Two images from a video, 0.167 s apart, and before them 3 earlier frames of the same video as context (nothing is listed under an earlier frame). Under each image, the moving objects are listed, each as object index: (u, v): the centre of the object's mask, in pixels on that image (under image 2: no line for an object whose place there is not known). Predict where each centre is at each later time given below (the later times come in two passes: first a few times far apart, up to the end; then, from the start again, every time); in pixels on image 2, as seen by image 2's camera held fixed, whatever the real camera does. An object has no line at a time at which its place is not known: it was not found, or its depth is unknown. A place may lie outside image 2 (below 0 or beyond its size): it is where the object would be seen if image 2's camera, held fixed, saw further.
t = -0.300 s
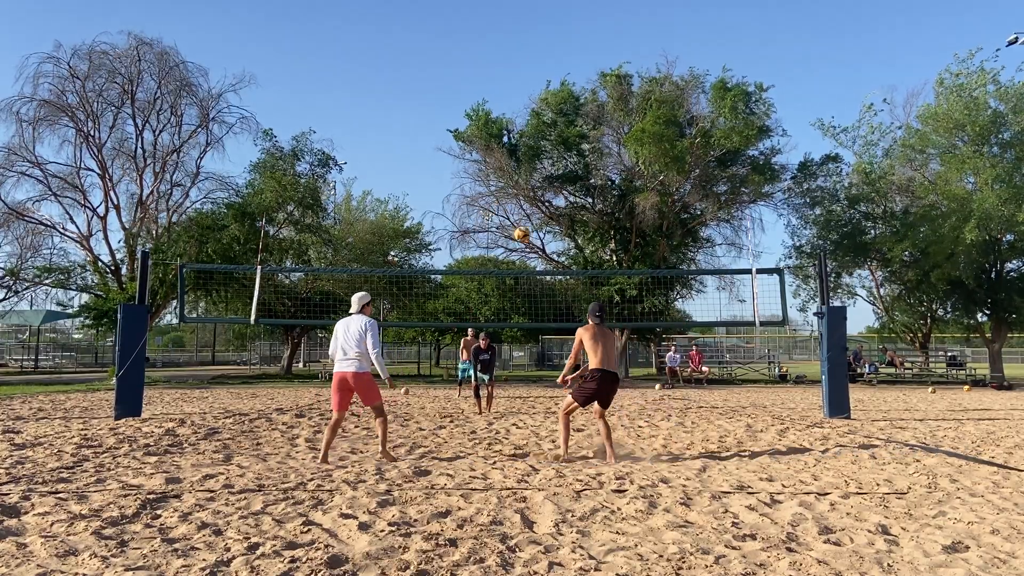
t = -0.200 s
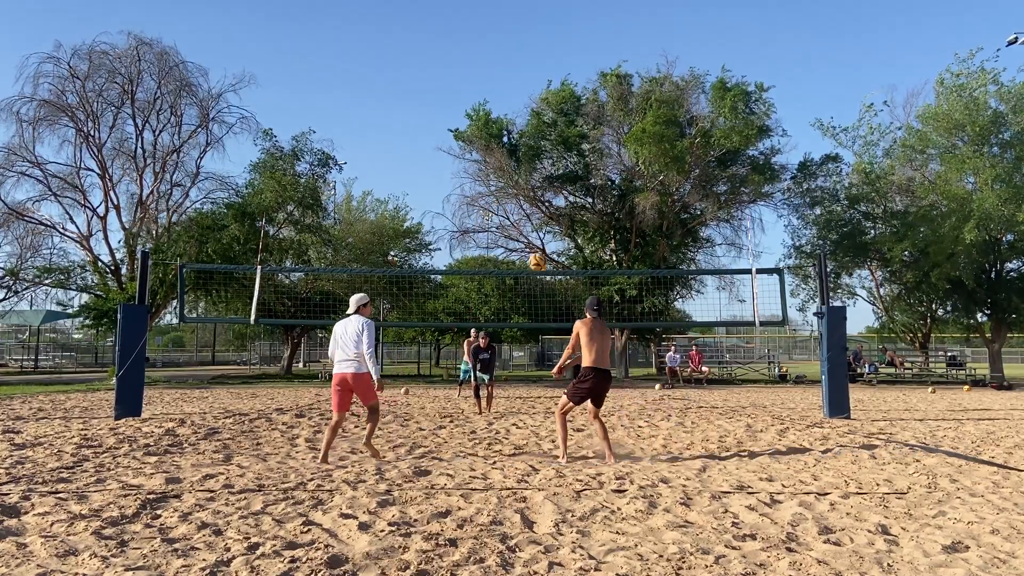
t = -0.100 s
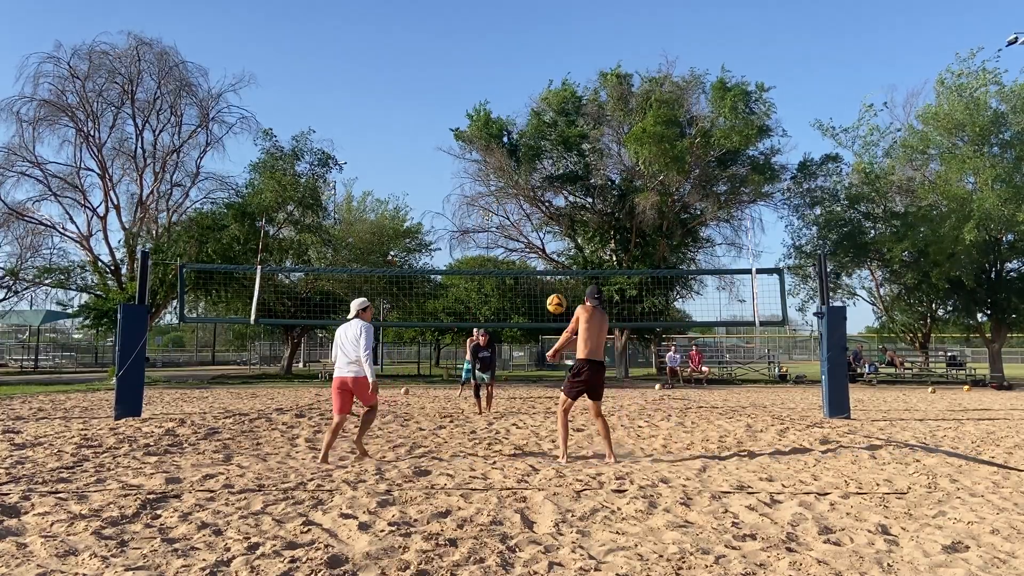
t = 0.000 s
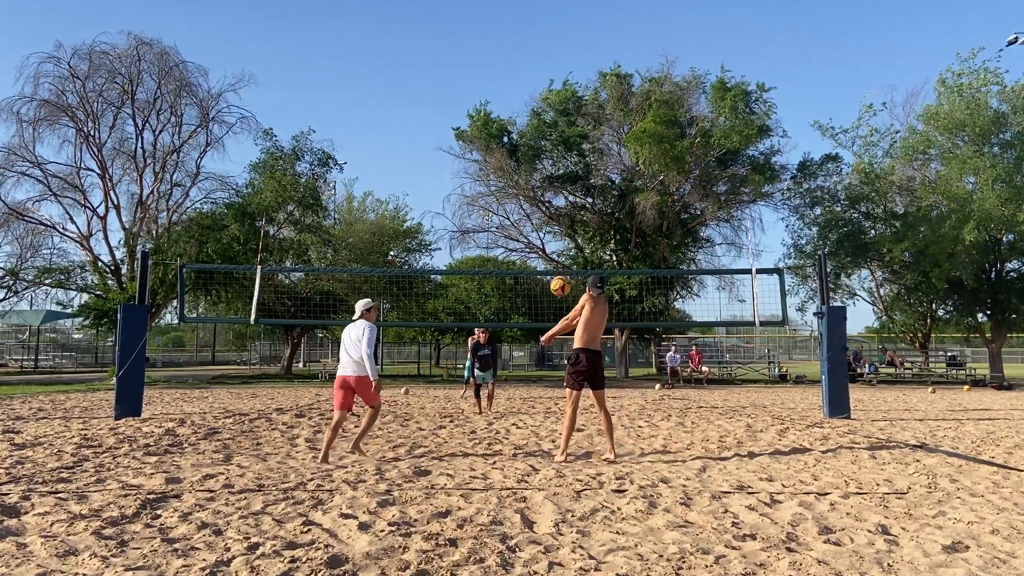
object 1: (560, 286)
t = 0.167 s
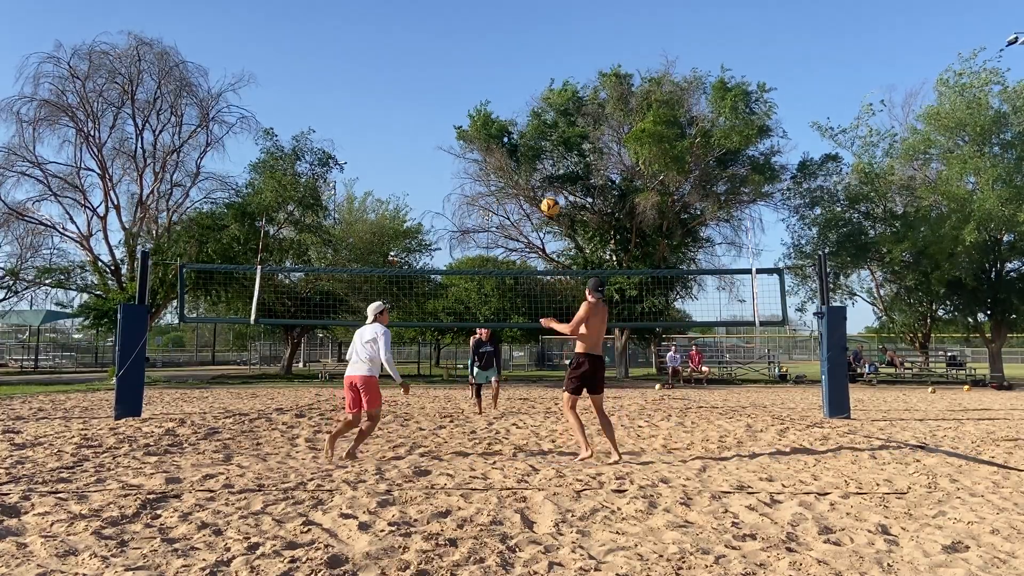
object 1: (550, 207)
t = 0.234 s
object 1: (547, 184)
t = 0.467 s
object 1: (537, 140)
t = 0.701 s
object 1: (532, 142)
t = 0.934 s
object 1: (527, 179)
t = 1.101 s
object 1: (524, 224)
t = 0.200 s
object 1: (549, 195)
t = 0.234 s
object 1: (547, 184)
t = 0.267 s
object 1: (545, 175)
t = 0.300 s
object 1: (544, 167)
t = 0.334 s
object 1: (542, 159)
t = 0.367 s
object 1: (541, 154)
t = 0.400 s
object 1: (539, 148)
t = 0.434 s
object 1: (538, 144)
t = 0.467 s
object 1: (537, 140)
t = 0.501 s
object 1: (536, 138)
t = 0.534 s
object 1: (536, 137)
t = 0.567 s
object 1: (535, 136)
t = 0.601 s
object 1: (534, 137)
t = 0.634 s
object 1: (533, 138)
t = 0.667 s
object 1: (532, 139)
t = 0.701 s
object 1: (532, 142)
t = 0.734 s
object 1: (531, 145)
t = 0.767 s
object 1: (530, 149)
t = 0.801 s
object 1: (529, 154)
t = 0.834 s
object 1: (529, 159)
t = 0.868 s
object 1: (529, 165)
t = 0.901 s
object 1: (528, 171)
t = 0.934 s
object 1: (527, 179)
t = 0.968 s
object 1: (526, 187)
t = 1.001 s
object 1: (526, 196)
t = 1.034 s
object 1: (526, 204)
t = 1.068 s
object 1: (524, 214)
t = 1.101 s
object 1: (524, 224)
